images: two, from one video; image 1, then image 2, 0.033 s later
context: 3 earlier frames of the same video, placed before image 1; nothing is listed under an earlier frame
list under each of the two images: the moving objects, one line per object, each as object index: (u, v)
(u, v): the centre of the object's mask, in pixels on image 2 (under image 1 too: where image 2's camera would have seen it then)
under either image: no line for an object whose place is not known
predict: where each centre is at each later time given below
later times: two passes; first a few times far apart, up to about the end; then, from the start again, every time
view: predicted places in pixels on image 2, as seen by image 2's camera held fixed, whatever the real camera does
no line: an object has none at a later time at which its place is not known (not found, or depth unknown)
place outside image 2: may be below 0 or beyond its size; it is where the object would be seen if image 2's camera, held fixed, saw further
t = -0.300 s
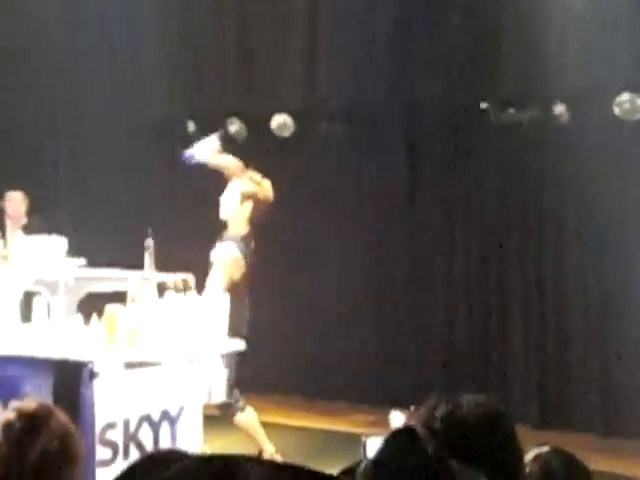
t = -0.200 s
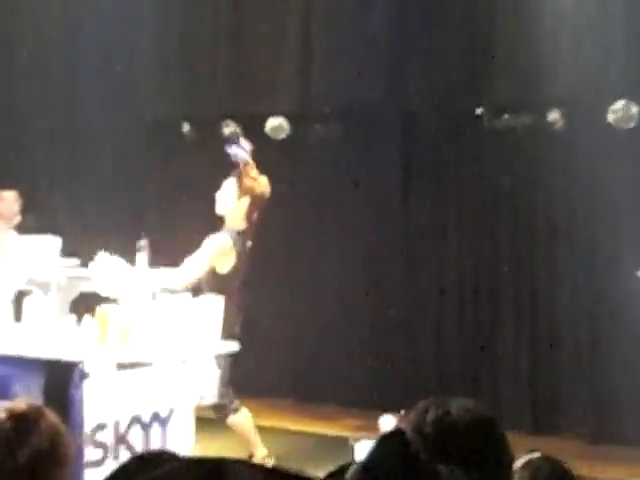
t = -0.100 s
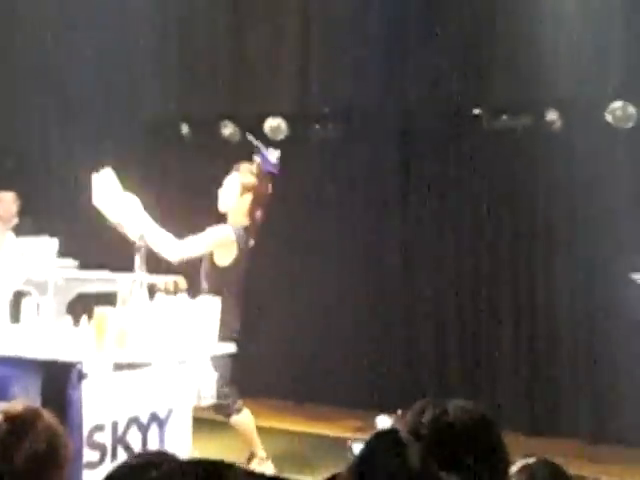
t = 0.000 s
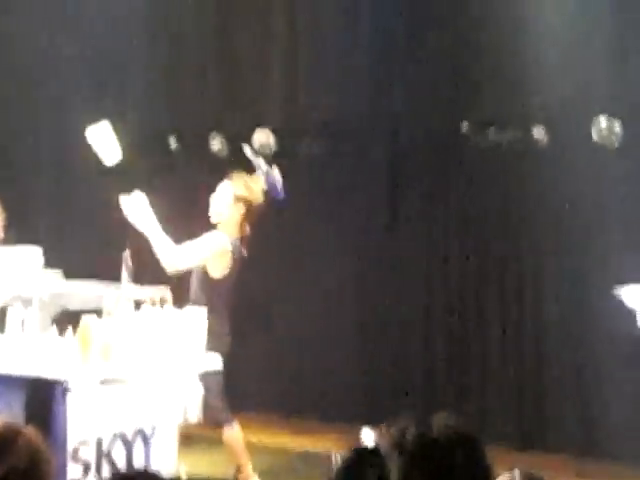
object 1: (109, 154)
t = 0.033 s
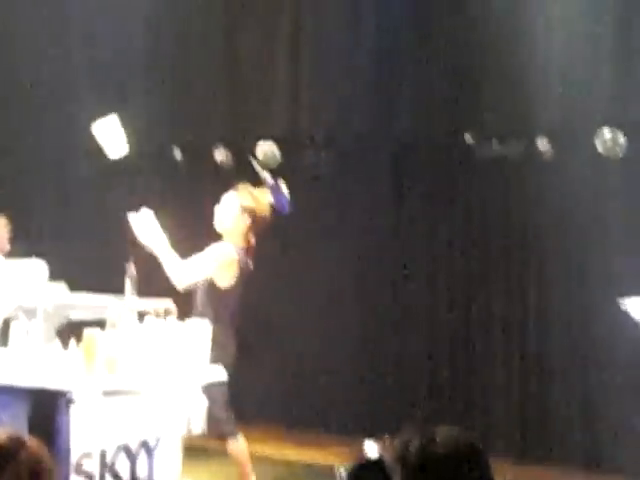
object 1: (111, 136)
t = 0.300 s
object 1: (127, 73)
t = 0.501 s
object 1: (138, 121)
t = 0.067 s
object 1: (113, 120)
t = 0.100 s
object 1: (115, 107)
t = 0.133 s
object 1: (117, 96)
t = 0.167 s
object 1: (119, 87)
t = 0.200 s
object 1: (121, 81)
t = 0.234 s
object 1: (123, 76)
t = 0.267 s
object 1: (125, 74)
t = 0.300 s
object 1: (127, 73)
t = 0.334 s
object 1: (129, 76)
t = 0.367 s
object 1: (131, 81)
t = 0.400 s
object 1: (132, 87)
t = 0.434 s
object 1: (136, 97)
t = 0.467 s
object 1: (137, 108)
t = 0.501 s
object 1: (138, 121)
